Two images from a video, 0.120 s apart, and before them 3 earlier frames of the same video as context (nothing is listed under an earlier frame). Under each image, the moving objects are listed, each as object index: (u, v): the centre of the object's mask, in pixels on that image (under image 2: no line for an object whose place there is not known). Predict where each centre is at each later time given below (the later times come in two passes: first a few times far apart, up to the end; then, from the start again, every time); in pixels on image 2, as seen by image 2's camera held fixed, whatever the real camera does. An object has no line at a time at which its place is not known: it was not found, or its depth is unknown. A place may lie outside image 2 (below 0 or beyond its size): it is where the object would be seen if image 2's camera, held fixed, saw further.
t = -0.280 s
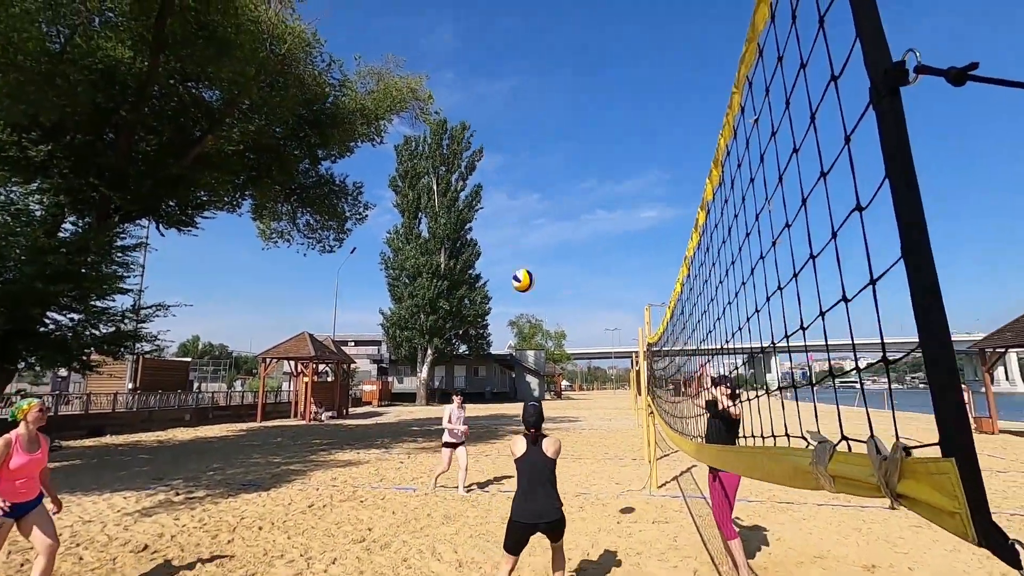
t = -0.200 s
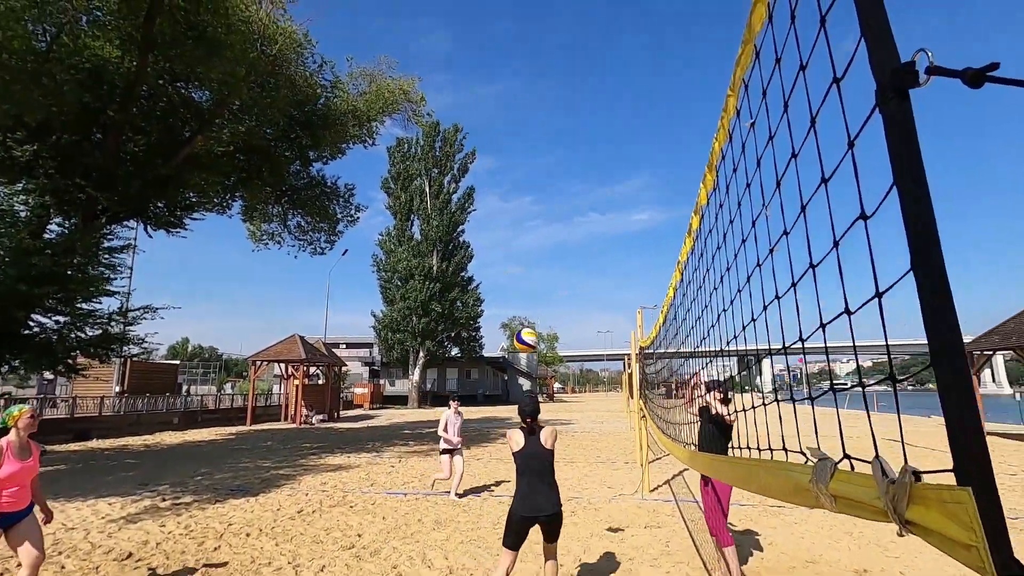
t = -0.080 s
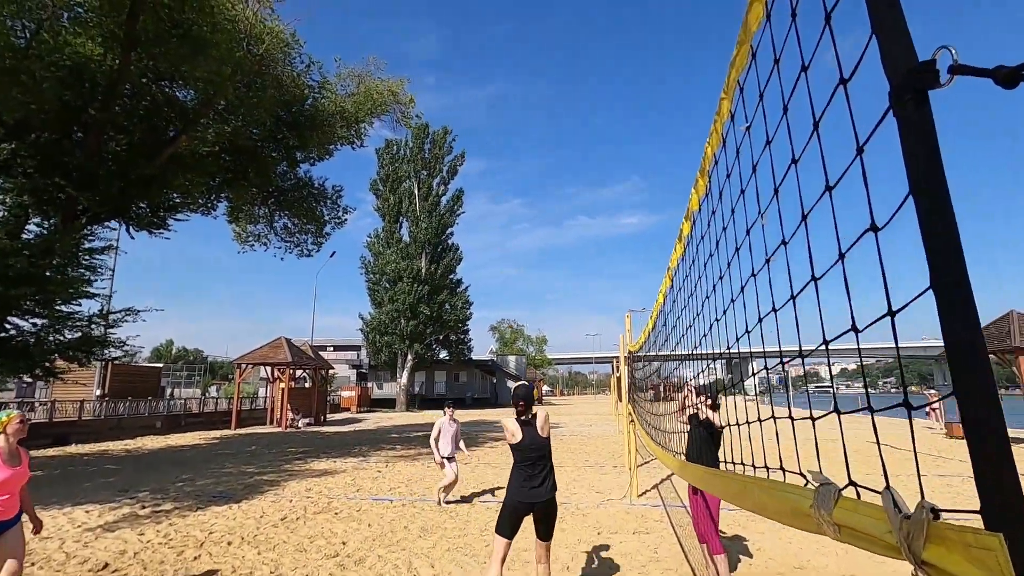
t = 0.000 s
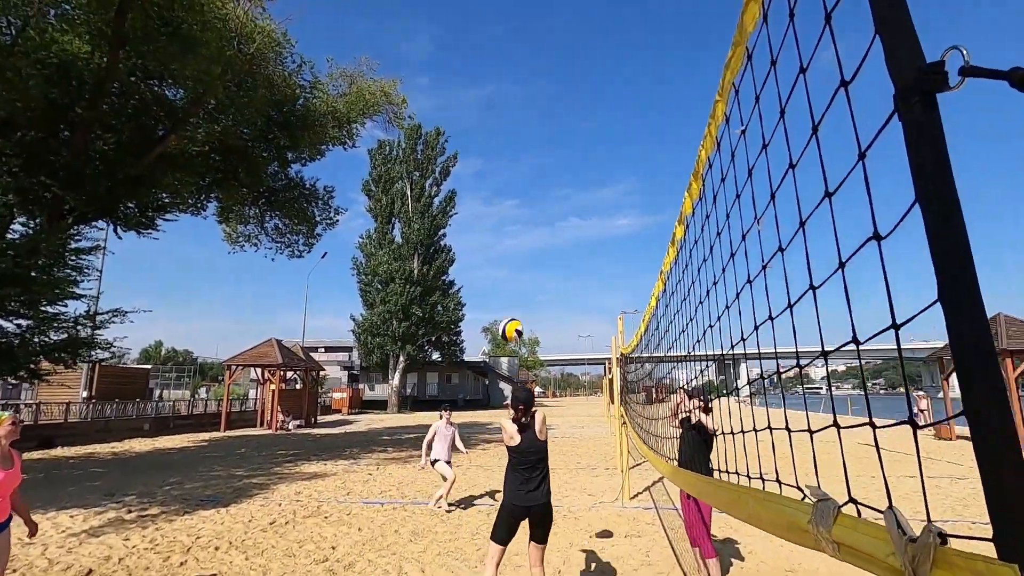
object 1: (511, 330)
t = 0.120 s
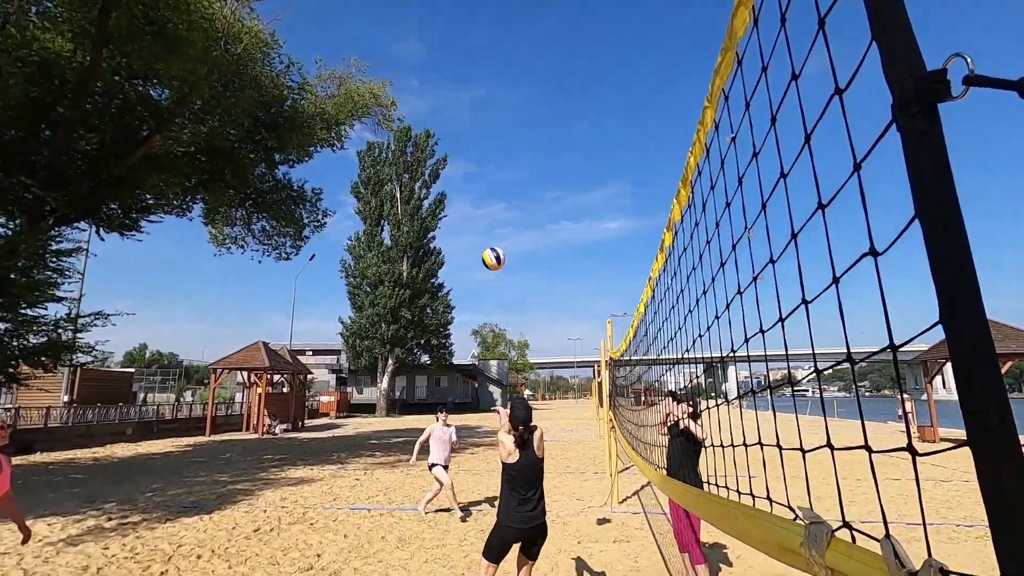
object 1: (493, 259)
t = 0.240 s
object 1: (489, 207)
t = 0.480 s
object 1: (479, 155)
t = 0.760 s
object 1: (471, 161)
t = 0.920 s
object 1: (466, 192)
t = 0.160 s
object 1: (492, 239)
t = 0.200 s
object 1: (490, 222)
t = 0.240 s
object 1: (489, 207)
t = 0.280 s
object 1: (487, 193)
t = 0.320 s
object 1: (485, 182)
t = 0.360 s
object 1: (484, 173)
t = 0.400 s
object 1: (482, 165)
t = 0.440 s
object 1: (481, 159)
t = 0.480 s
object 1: (479, 155)
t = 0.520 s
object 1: (478, 152)
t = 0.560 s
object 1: (477, 150)
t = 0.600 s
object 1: (476, 150)
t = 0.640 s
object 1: (475, 151)
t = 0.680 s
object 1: (473, 152)
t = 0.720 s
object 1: (472, 156)
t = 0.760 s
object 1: (471, 161)
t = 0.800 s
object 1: (470, 167)
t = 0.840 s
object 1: (469, 174)
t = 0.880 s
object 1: (468, 183)
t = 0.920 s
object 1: (466, 192)
